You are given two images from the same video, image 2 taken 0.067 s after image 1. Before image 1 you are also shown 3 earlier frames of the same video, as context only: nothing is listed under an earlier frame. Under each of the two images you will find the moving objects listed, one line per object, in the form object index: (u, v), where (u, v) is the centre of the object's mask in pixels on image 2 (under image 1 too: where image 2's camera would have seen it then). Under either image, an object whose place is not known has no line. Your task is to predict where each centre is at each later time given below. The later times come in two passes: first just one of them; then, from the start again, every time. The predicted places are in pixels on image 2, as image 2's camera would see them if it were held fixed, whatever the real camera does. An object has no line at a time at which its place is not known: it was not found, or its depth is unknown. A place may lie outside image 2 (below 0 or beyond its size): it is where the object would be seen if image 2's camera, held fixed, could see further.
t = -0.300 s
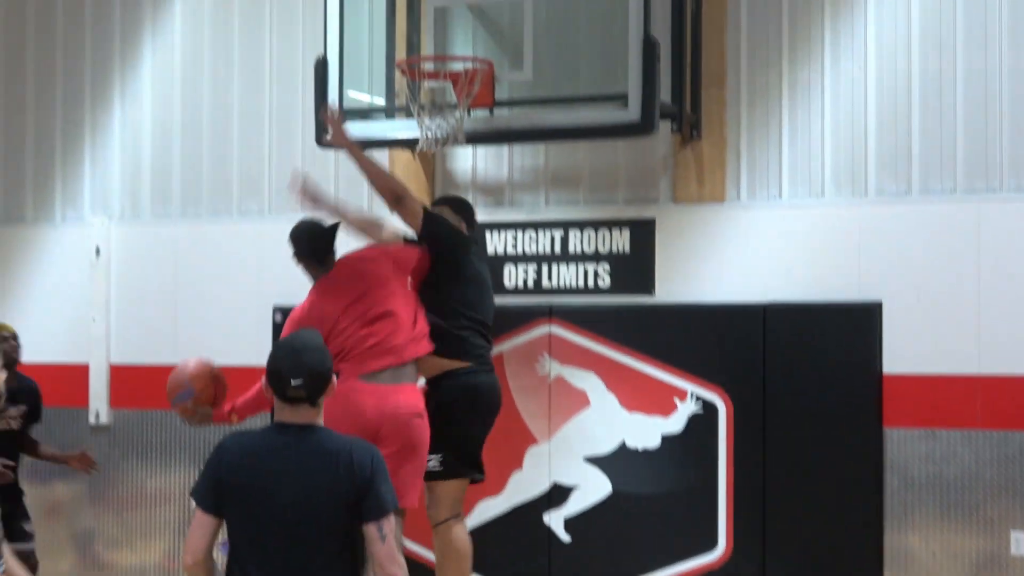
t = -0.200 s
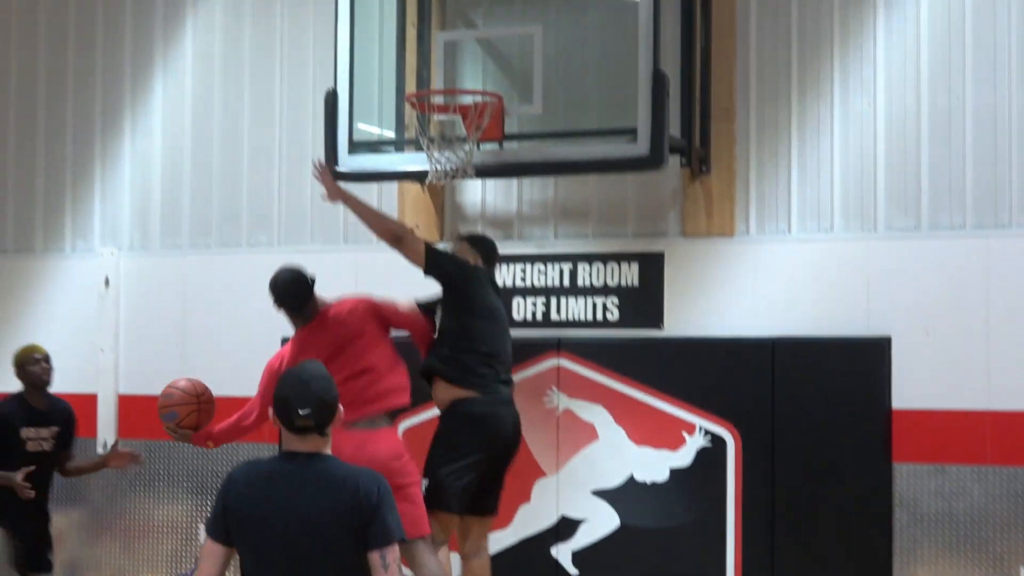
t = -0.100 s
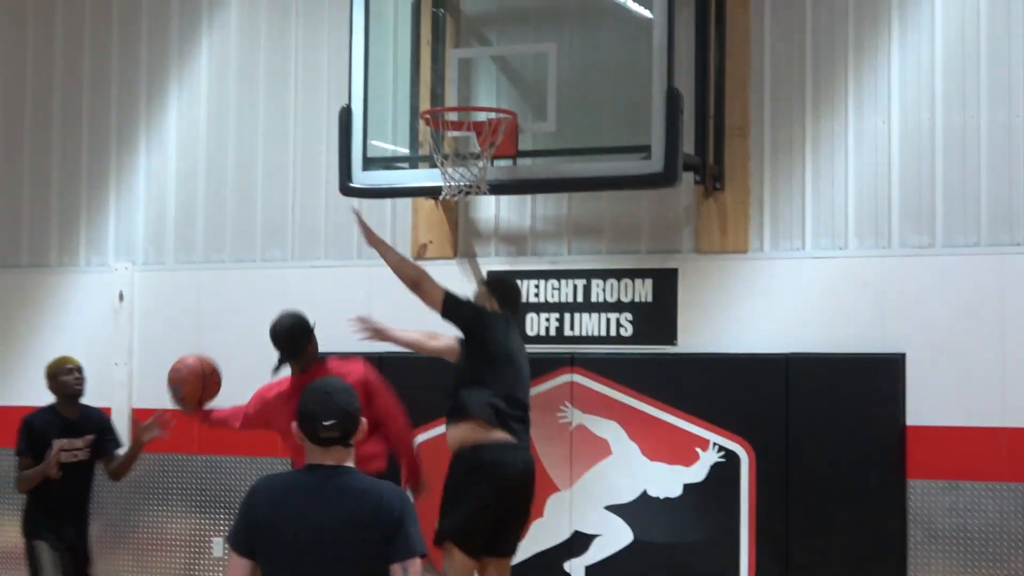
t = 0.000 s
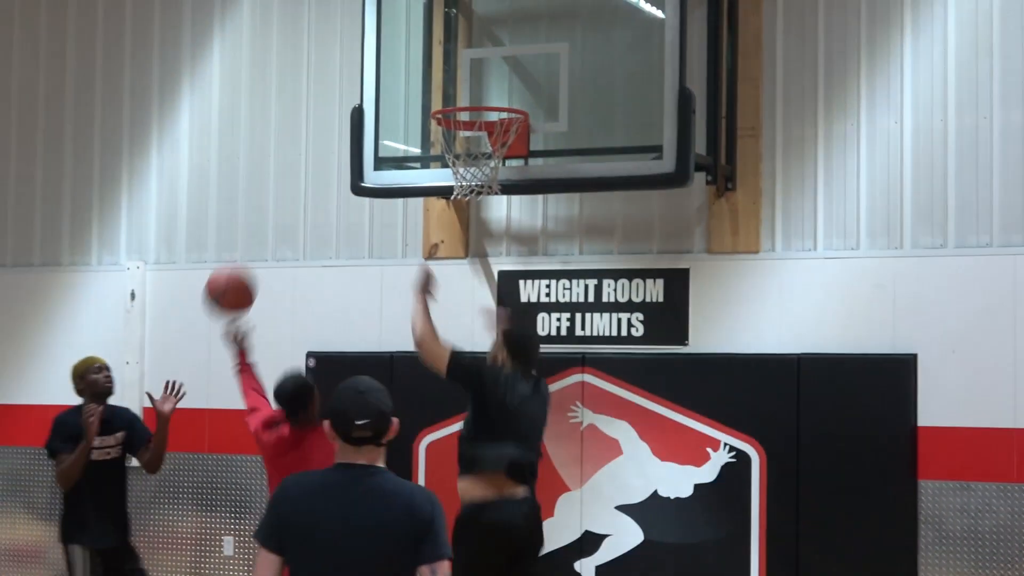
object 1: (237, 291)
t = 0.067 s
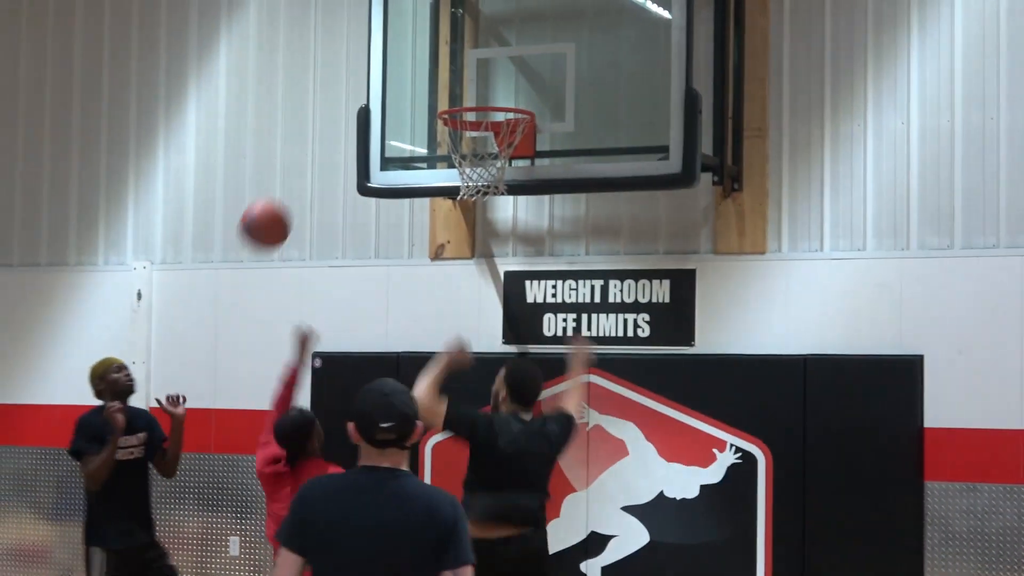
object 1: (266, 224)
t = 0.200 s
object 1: (319, 122)
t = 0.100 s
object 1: (279, 195)
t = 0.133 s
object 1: (293, 168)
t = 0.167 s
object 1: (307, 144)
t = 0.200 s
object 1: (319, 122)
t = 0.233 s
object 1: (332, 104)
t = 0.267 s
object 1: (344, 87)
